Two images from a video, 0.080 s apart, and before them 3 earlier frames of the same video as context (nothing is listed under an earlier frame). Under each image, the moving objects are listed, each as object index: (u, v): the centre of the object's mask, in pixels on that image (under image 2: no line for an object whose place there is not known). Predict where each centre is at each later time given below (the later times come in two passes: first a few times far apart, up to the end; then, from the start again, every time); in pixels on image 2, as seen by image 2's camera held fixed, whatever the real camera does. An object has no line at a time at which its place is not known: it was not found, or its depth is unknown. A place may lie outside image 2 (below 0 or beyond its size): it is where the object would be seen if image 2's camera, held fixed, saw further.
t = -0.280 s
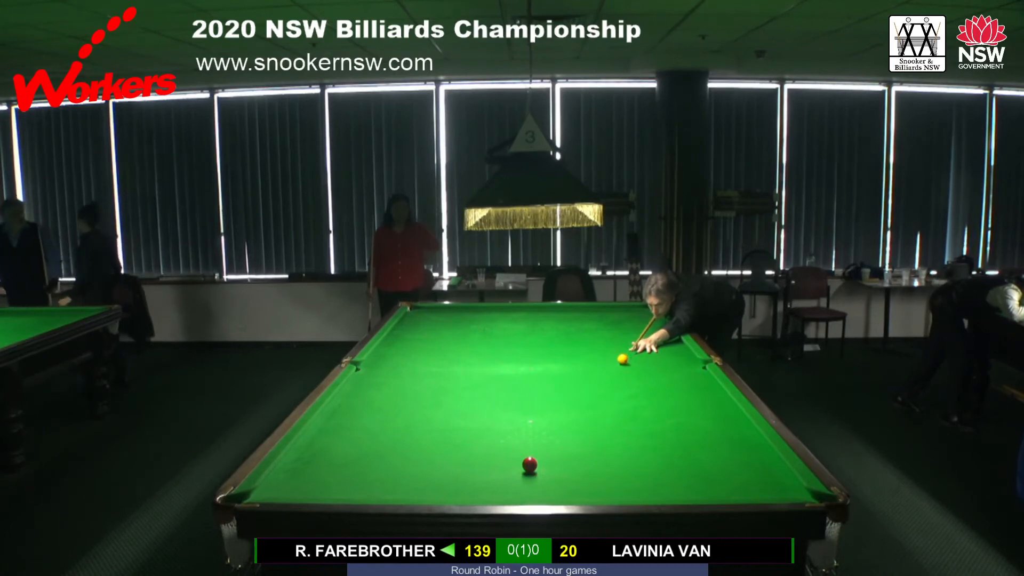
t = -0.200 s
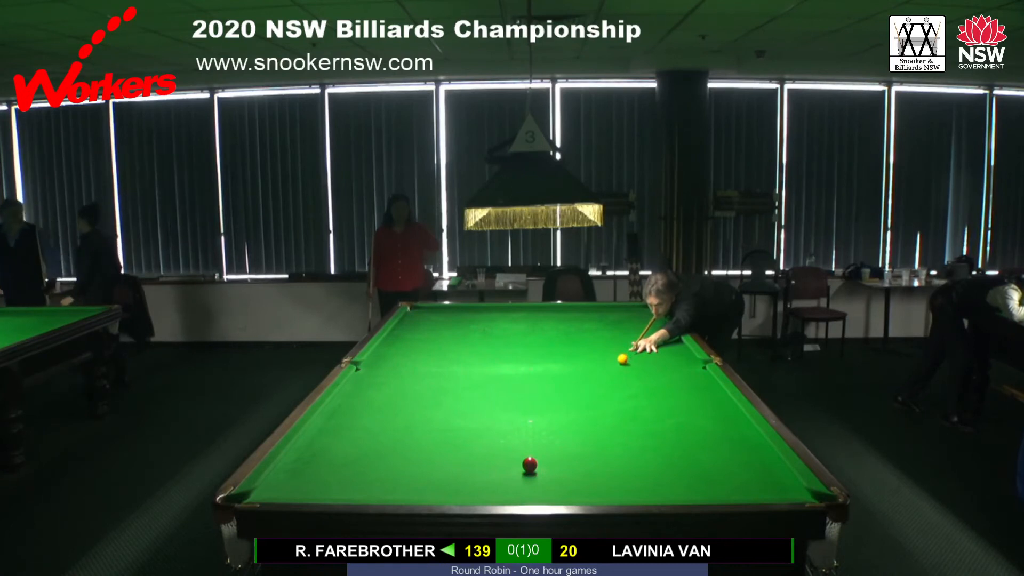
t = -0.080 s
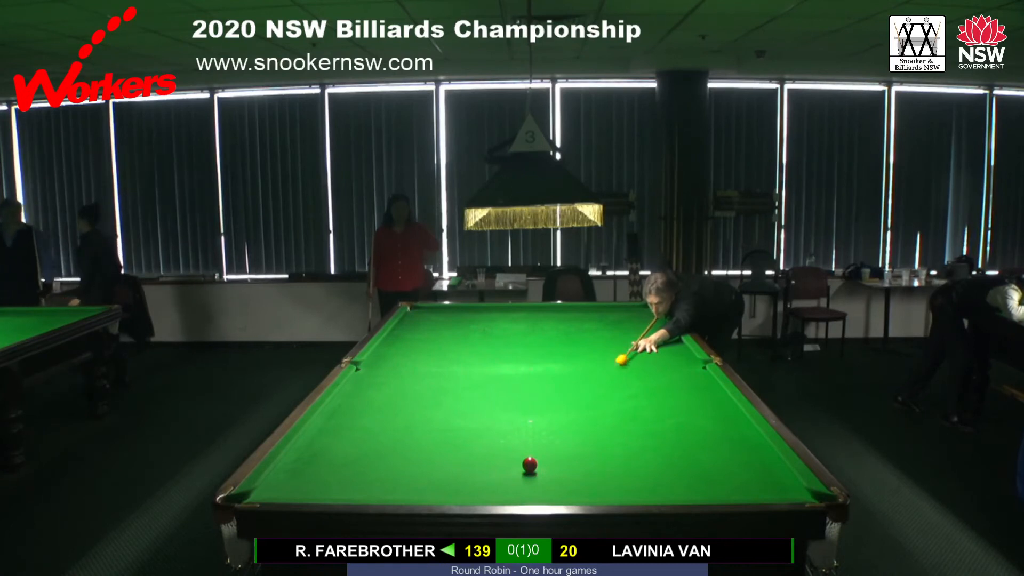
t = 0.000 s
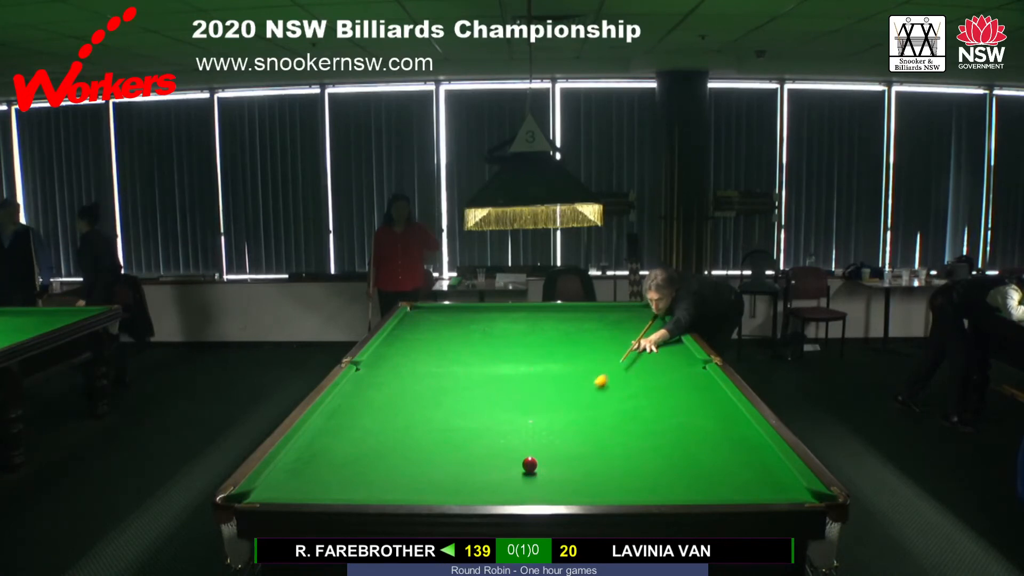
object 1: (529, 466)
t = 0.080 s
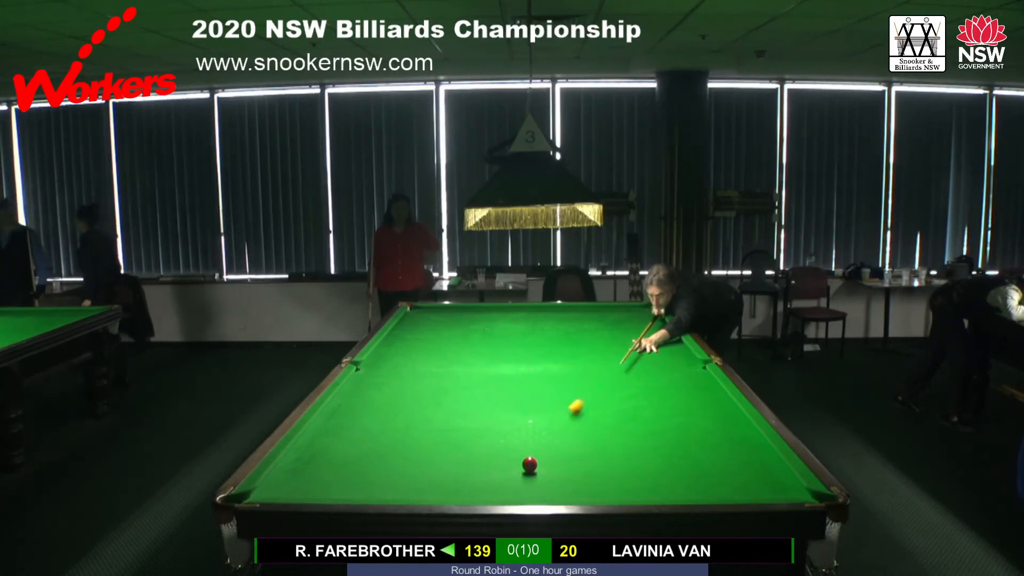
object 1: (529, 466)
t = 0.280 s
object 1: (546, 494)
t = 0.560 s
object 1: (563, 428)
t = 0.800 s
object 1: (572, 387)
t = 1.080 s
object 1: (579, 354)
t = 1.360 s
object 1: (585, 329)
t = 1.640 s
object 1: (589, 311)
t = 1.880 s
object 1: (596, 313)
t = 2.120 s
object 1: (606, 325)
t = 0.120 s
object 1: (529, 466)
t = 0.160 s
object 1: (530, 466)
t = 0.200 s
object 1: (529, 466)
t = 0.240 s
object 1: (537, 481)
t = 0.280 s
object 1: (546, 494)
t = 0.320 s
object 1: (550, 488)
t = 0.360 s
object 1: (553, 476)
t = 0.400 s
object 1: (555, 465)
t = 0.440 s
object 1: (558, 454)
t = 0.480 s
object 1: (560, 445)
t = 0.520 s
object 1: (562, 436)
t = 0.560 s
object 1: (563, 428)
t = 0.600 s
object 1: (565, 420)
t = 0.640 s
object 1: (567, 412)
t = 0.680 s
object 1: (568, 406)
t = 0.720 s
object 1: (570, 399)
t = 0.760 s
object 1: (571, 393)
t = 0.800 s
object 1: (572, 387)
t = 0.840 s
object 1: (573, 382)
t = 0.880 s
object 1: (575, 376)
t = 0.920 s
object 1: (576, 372)
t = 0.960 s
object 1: (577, 367)
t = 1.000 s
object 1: (578, 362)
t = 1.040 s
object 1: (579, 358)
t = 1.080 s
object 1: (579, 354)
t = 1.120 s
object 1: (580, 350)
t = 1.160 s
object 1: (581, 346)
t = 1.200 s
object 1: (582, 342)
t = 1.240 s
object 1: (583, 339)
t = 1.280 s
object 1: (584, 336)
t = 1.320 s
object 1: (584, 332)
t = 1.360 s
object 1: (585, 329)
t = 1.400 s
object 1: (585, 326)
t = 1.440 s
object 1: (586, 324)
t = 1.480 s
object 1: (587, 321)
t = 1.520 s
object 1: (587, 318)
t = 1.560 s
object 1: (588, 315)
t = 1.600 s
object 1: (589, 313)
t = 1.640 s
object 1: (589, 311)
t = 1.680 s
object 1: (590, 308)
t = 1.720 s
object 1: (590, 306)
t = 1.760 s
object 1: (591, 307)
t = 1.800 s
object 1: (593, 309)
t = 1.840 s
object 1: (594, 311)
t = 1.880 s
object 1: (596, 313)
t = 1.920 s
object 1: (597, 315)
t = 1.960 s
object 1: (599, 317)
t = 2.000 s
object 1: (601, 319)
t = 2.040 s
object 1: (603, 321)
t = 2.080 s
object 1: (604, 323)
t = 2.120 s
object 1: (606, 325)
